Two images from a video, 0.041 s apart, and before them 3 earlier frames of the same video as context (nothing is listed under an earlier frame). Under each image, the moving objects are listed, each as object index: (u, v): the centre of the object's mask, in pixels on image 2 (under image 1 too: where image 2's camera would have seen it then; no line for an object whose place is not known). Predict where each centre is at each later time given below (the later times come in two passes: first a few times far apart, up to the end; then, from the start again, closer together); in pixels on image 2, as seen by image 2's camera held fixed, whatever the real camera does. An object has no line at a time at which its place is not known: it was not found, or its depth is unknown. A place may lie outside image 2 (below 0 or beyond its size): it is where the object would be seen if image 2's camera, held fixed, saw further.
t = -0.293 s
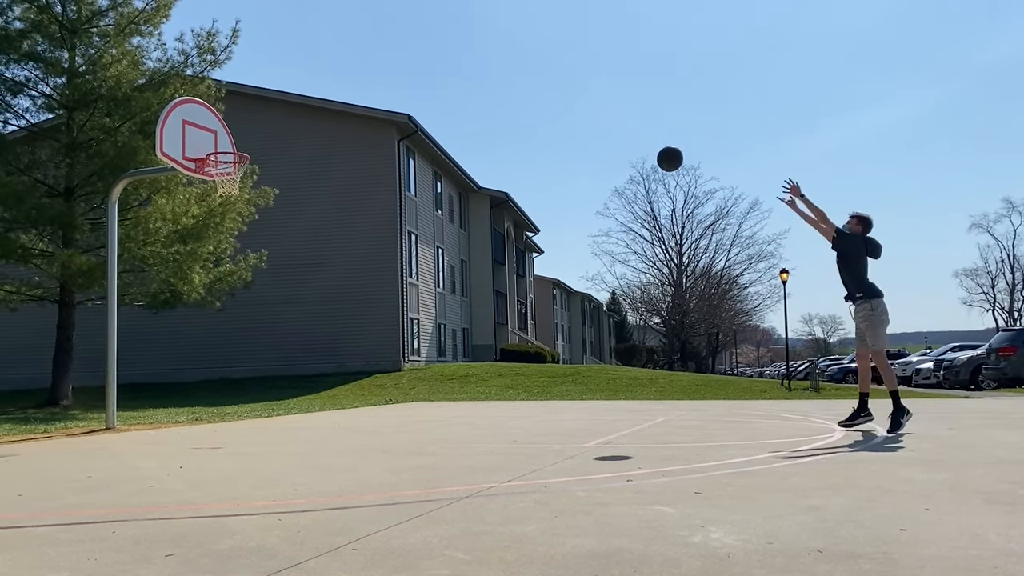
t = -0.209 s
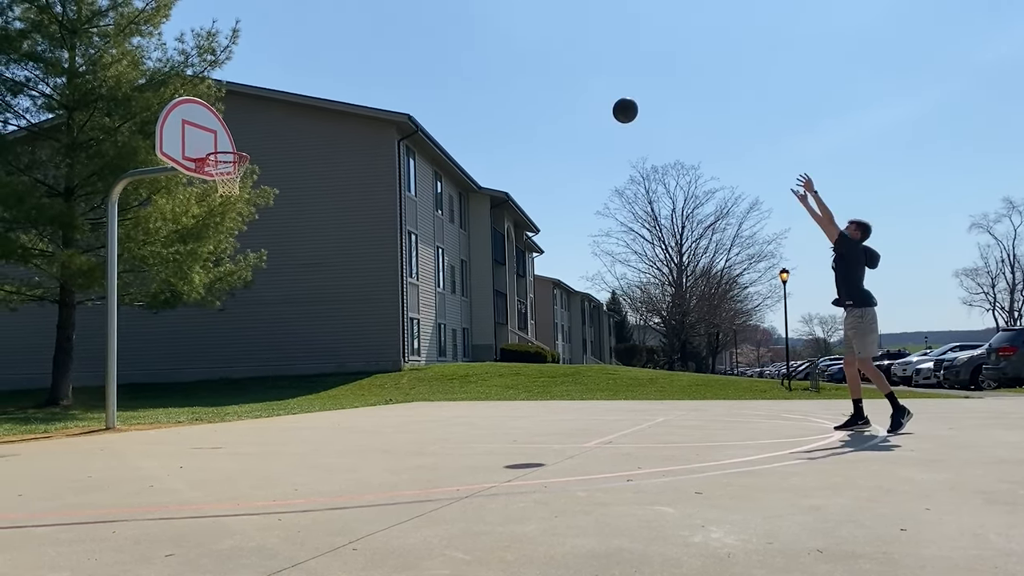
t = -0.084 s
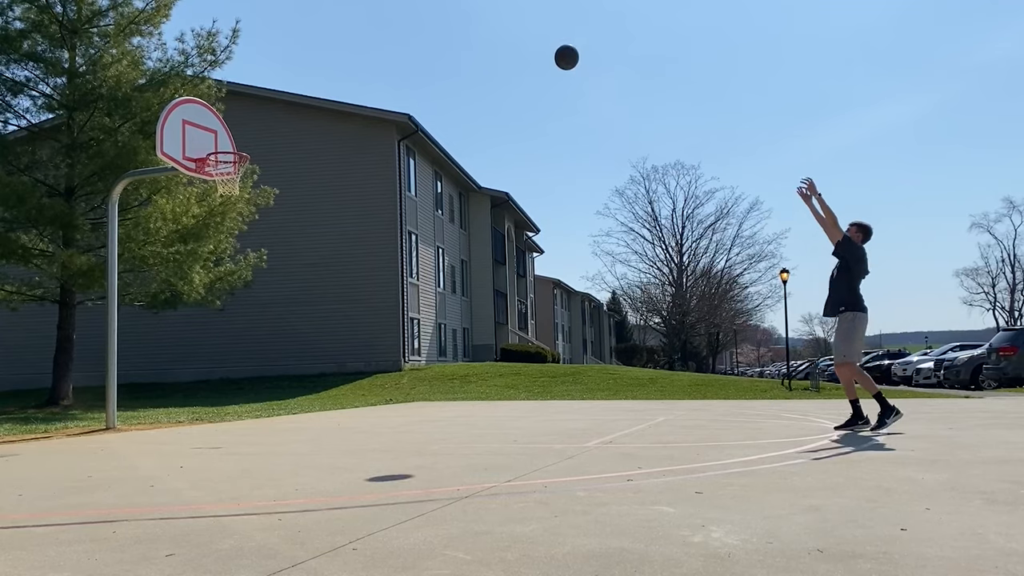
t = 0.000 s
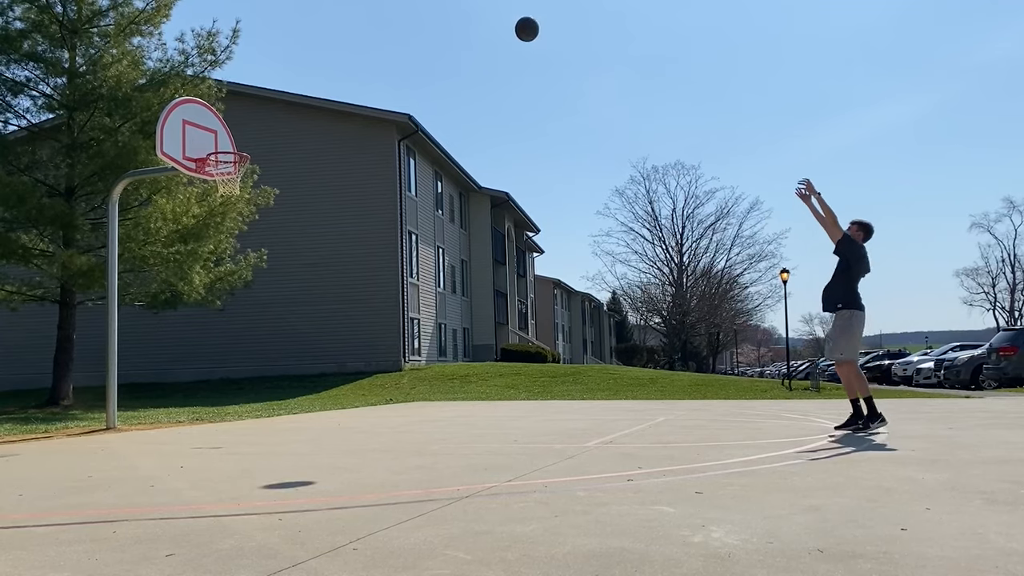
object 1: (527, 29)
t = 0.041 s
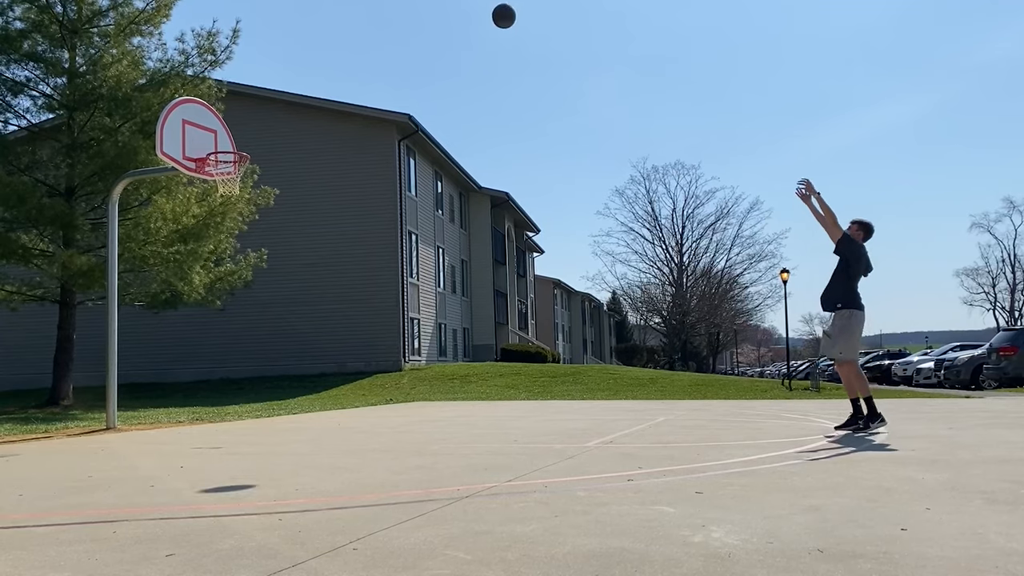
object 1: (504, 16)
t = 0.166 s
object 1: (452, 3)
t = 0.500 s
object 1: (317, 9)
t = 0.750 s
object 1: (227, 78)
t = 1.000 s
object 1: (237, 134)
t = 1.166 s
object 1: (277, 109)
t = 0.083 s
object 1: (488, 10)
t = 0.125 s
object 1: (466, 5)
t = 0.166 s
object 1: (452, 3)
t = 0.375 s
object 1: (363, 2)
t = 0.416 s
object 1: (350, 3)
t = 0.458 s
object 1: (330, 6)
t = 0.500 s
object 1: (317, 9)
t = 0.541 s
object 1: (299, 19)
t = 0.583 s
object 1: (286, 26)
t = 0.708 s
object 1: (239, 66)
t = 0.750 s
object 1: (227, 78)
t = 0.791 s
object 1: (211, 97)
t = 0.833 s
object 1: (200, 112)
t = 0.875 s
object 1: (207, 123)
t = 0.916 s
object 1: (216, 132)
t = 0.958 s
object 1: (229, 142)
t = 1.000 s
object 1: (237, 134)
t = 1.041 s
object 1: (249, 124)
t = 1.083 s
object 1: (257, 118)
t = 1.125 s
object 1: (269, 112)
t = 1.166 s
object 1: (277, 109)
